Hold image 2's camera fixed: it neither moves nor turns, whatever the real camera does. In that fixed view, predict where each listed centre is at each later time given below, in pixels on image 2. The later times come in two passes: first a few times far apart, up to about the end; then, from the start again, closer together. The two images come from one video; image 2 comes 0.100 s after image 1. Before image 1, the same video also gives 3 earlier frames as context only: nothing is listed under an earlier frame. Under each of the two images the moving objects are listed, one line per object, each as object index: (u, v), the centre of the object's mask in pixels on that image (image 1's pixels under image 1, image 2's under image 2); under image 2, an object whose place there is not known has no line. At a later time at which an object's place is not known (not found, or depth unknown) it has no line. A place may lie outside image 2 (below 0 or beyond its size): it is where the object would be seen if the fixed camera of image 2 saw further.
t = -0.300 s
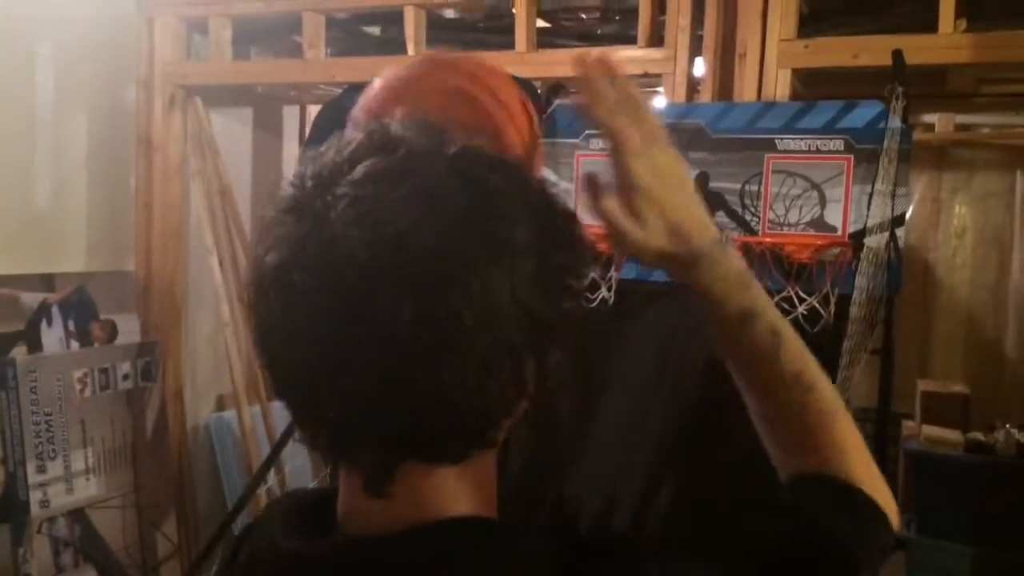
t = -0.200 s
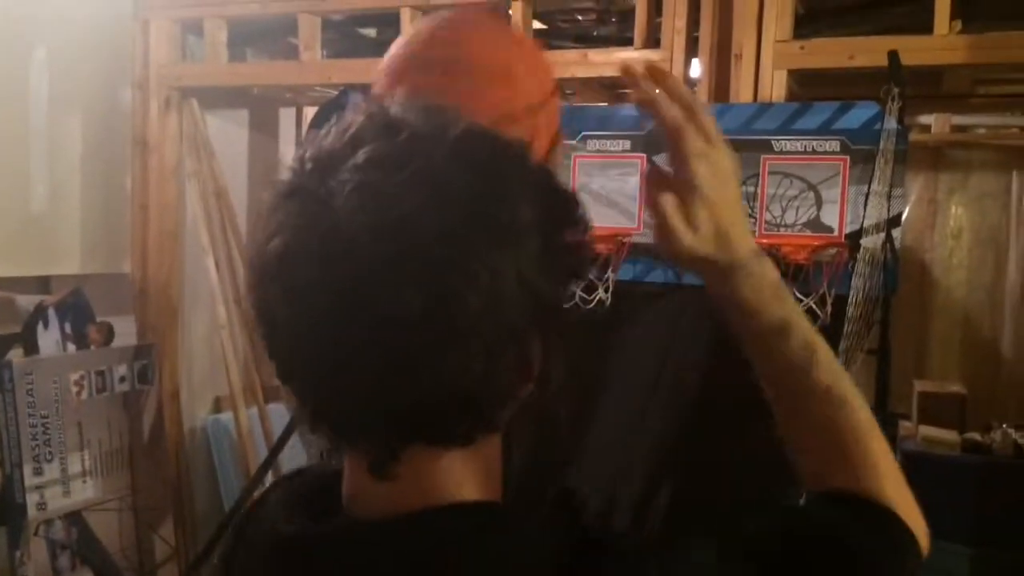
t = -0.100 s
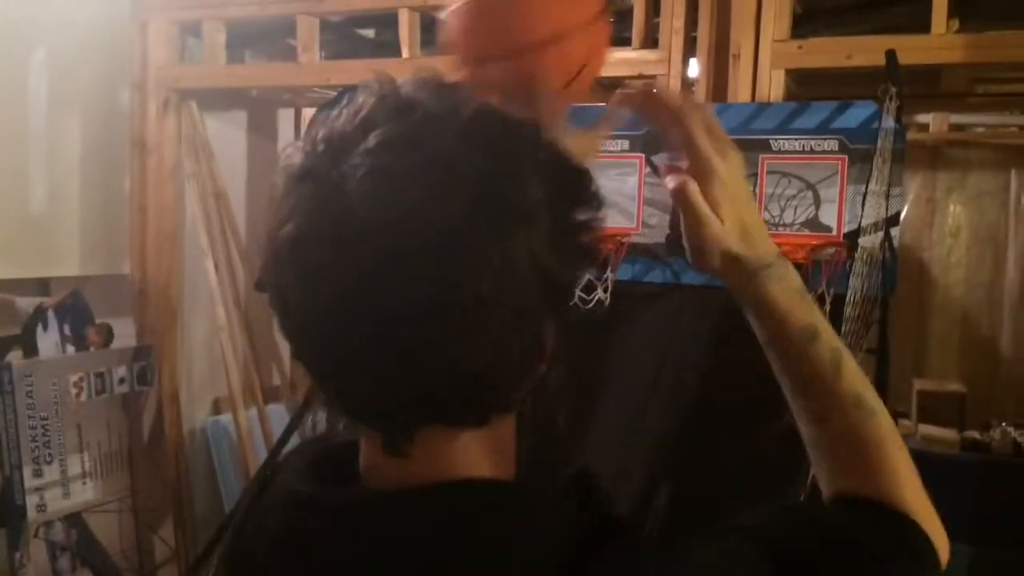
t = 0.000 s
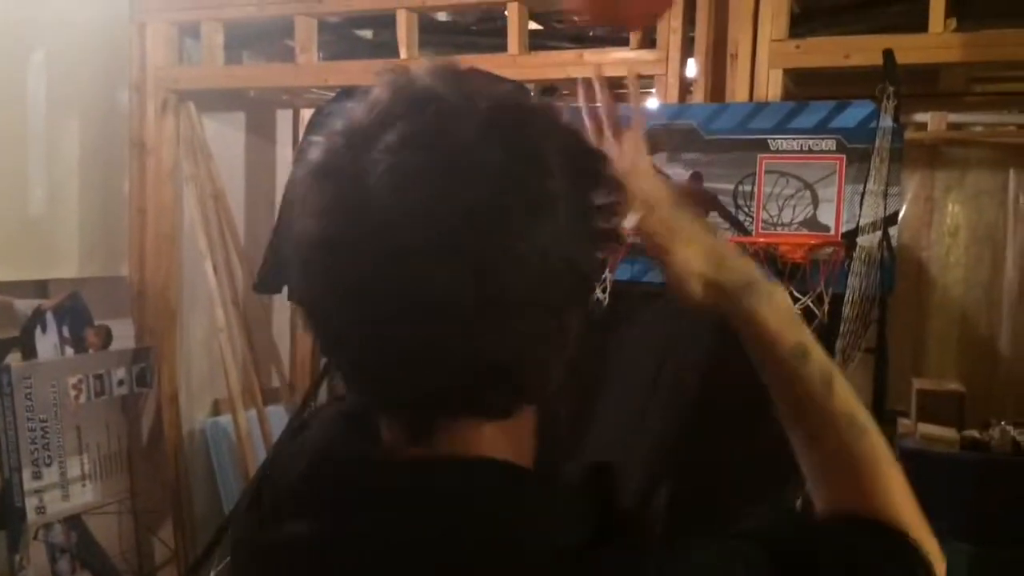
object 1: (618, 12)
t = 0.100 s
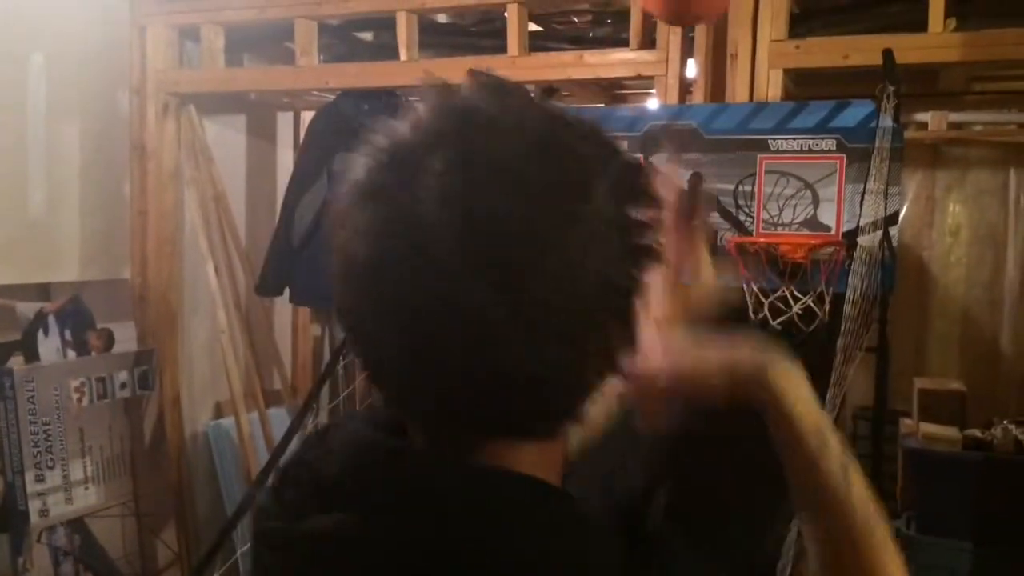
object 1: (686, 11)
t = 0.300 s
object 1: (763, 107)
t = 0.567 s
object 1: (773, 266)
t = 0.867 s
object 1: (744, 311)
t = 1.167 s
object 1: (777, 426)
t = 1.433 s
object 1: (764, 546)
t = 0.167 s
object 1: (717, 22)
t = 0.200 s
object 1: (730, 31)
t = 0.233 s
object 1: (741, 48)
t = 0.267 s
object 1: (753, 77)
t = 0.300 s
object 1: (763, 107)
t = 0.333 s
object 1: (770, 140)
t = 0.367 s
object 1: (777, 175)
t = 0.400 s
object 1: (785, 212)
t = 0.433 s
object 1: (786, 235)
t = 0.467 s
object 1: (786, 248)
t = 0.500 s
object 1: (783, 254)
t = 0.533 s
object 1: (776, 257)
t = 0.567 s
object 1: (773, 266)
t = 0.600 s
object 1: (768, 268)
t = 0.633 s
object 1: (758, 278)
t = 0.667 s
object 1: (753, 282)
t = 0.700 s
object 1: (750, 285)
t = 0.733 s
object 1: (747, 288)
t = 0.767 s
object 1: (745, 291)
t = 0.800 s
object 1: (744, 297)
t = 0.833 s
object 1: (744, 303)
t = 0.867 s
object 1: (744, 311)
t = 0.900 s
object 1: (747, 322)
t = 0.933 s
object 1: (750, 334)
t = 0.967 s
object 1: (753, 348)
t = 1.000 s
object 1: (757, 359)
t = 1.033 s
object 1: (760, 370)
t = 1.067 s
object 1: (765, 383)
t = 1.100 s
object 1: (770, 398)
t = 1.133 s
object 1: (773, 412)
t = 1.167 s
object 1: (777, 426)
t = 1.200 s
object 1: (778, 439)
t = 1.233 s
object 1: (778, 451)
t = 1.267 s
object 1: (779, 465)
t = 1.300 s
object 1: (780, 479)
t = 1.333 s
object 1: (786, 496)
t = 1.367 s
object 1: (774, 510)
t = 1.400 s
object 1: (771, 528)
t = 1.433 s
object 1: (764, 546)
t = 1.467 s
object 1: (756, 564)
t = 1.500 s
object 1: (745, 582)
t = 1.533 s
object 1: (732, 595)
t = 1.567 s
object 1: (717, 607)
